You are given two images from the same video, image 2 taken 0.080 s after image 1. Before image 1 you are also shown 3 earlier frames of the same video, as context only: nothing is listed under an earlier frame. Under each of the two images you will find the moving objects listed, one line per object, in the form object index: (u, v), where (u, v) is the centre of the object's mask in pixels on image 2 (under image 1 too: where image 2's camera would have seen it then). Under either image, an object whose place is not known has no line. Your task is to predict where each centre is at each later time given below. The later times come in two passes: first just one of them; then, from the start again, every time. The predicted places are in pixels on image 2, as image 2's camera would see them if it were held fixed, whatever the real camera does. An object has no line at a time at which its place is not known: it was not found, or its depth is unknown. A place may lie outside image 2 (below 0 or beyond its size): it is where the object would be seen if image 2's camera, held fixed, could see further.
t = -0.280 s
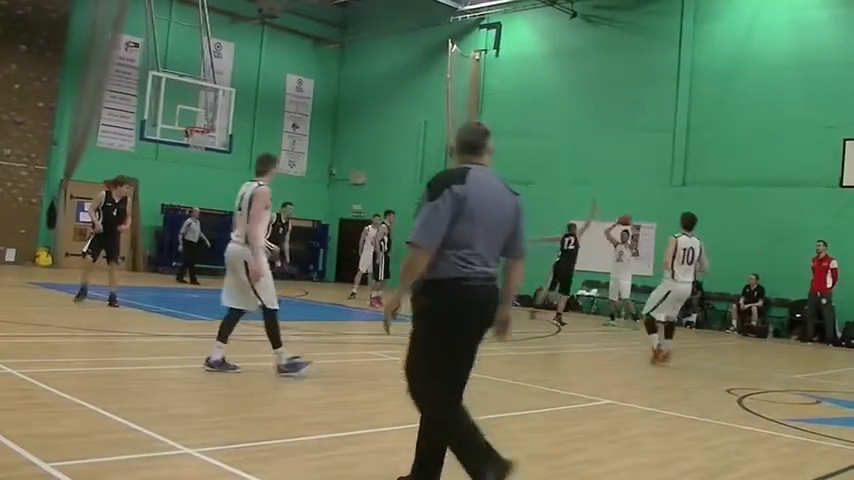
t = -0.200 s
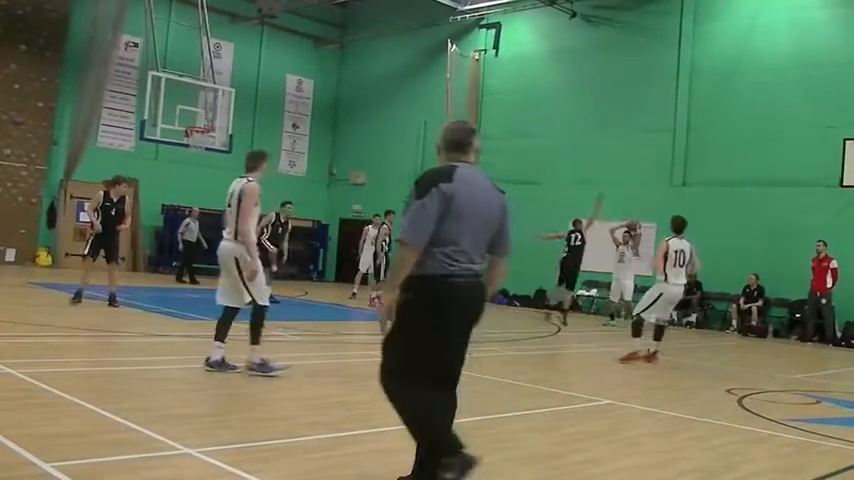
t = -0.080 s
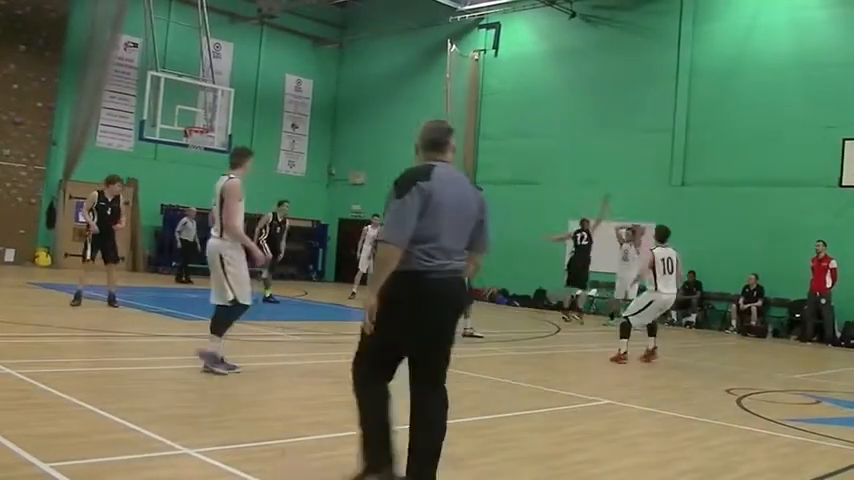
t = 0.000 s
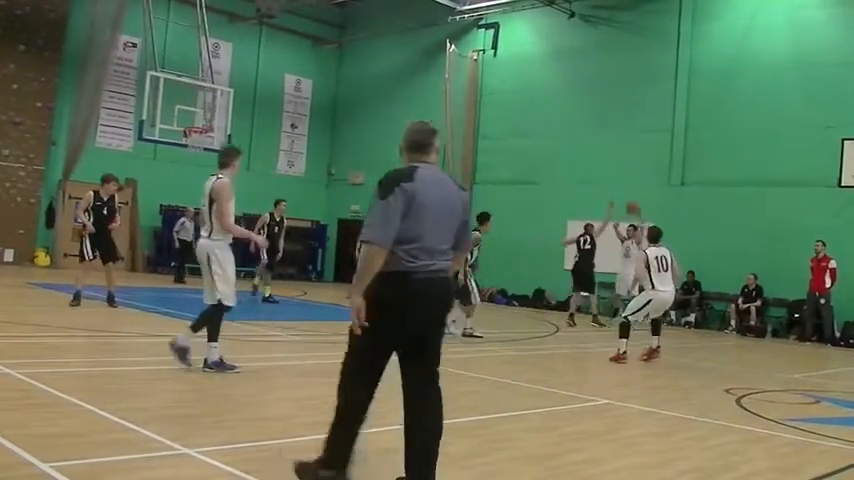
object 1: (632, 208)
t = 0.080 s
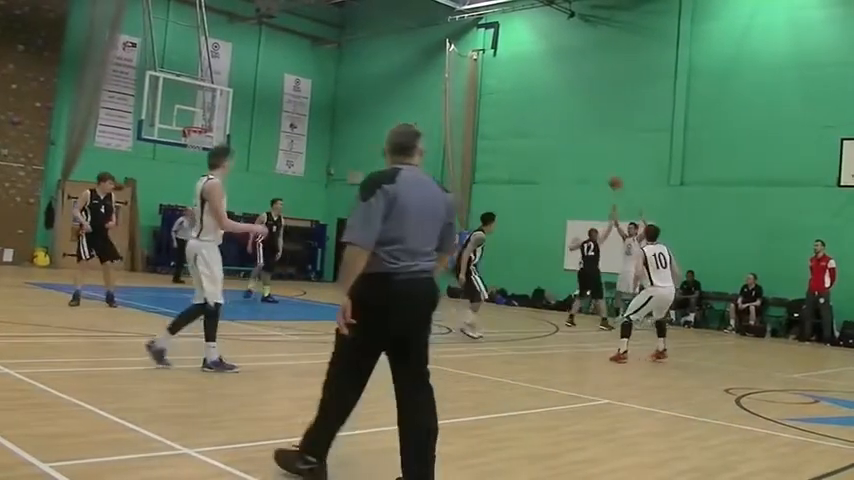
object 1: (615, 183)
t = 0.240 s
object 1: (575, 140)
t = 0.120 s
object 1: (605, 171)
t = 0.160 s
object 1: (596, 160)
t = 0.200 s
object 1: (585, 150)
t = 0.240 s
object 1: (575, 140)
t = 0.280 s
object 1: (564, 130)
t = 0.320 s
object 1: (552, 122)
